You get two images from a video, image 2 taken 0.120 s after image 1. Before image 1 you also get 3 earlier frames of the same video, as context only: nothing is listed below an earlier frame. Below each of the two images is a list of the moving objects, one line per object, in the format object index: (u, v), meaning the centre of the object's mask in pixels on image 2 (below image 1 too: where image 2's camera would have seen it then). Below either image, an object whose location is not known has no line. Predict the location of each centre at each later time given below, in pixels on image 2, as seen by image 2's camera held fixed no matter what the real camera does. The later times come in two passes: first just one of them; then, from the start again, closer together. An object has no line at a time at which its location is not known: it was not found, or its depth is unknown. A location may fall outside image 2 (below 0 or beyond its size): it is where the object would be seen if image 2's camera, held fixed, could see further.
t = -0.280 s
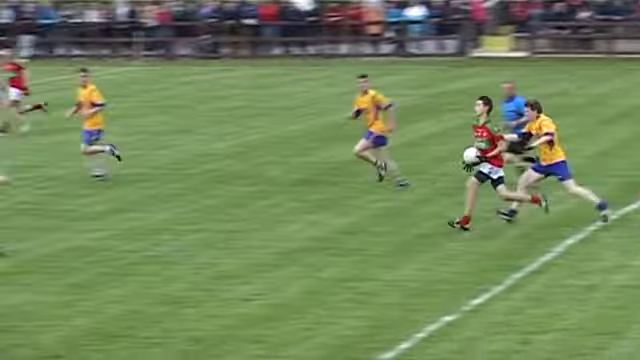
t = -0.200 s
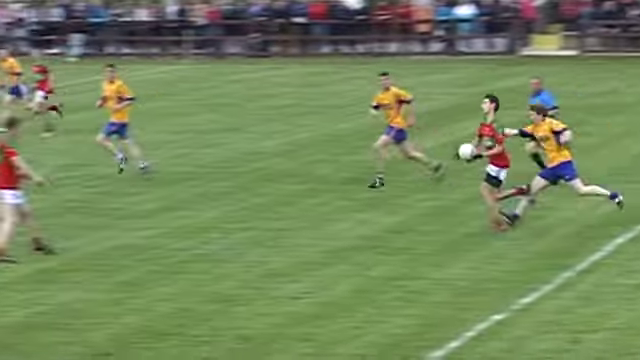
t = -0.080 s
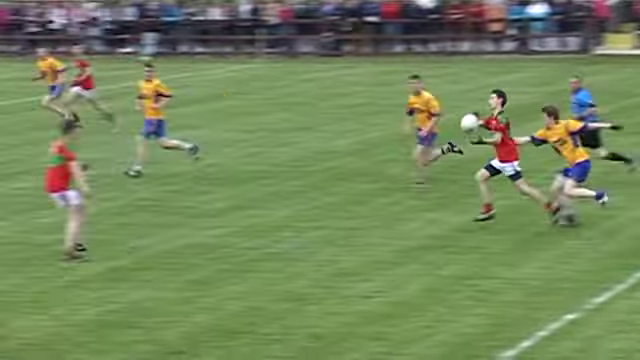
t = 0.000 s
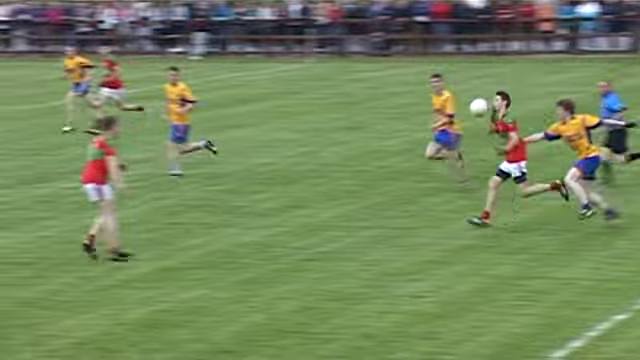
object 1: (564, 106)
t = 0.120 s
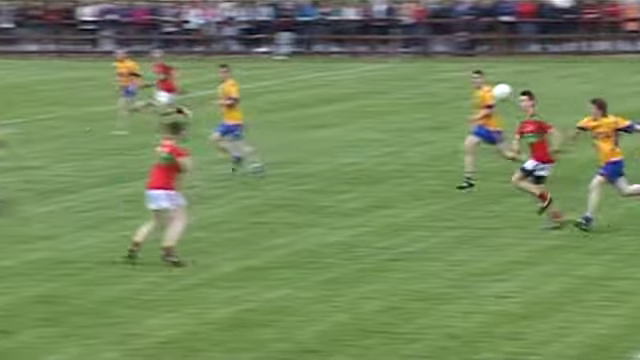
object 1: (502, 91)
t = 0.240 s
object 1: (439, 88)
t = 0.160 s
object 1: (481, 89)
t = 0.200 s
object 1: (460, 88)
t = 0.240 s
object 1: (439, 88)
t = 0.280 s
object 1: (417, 90)
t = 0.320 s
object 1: (397, 92)
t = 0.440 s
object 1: (335, 109)
